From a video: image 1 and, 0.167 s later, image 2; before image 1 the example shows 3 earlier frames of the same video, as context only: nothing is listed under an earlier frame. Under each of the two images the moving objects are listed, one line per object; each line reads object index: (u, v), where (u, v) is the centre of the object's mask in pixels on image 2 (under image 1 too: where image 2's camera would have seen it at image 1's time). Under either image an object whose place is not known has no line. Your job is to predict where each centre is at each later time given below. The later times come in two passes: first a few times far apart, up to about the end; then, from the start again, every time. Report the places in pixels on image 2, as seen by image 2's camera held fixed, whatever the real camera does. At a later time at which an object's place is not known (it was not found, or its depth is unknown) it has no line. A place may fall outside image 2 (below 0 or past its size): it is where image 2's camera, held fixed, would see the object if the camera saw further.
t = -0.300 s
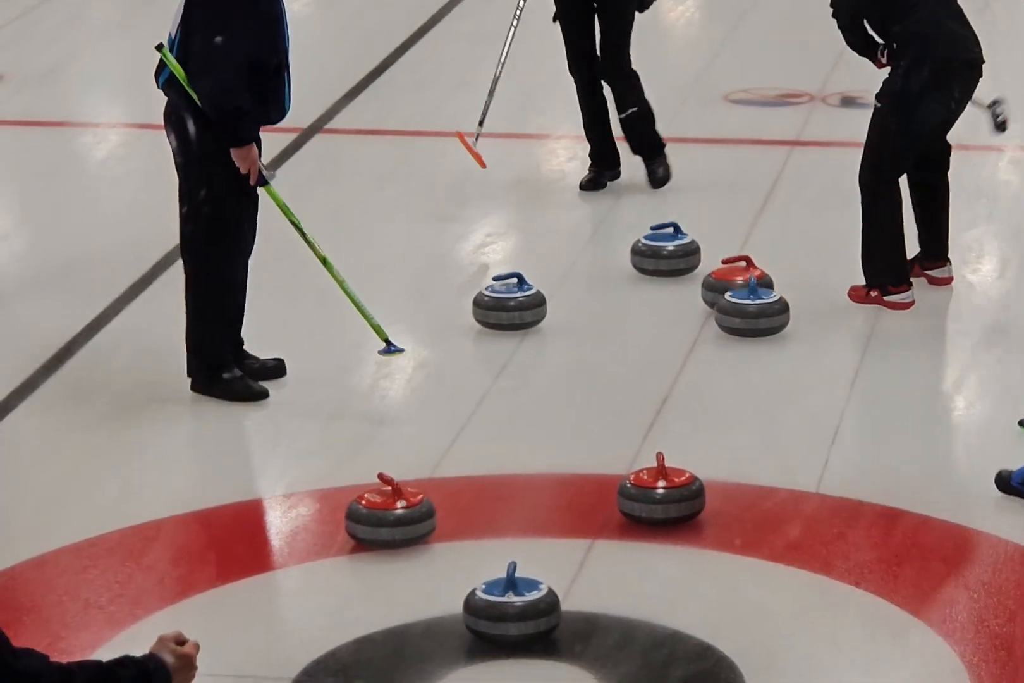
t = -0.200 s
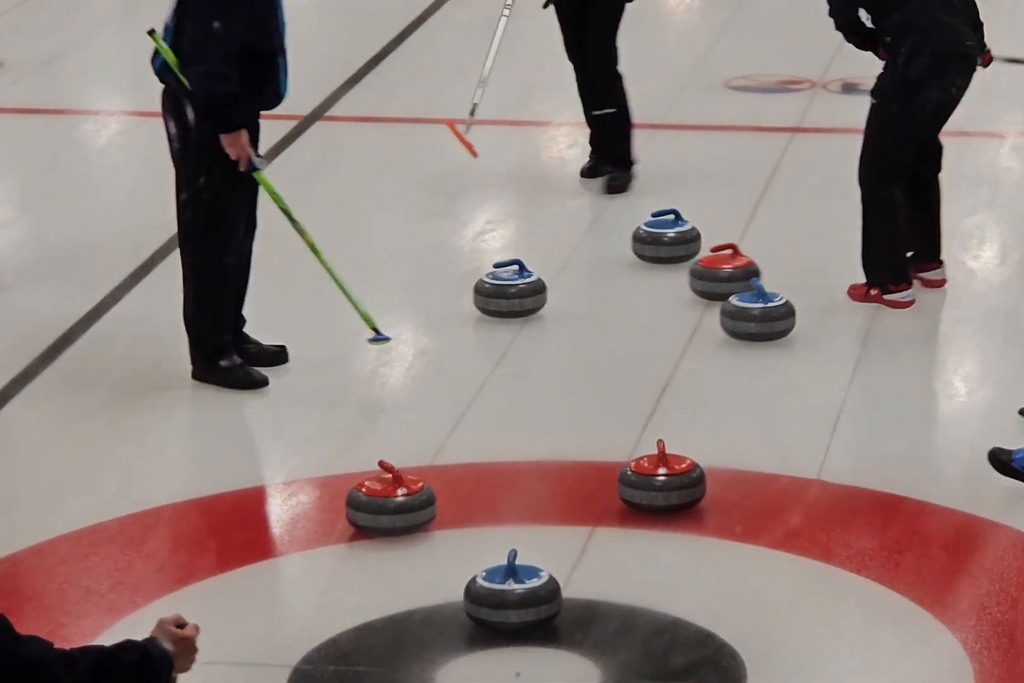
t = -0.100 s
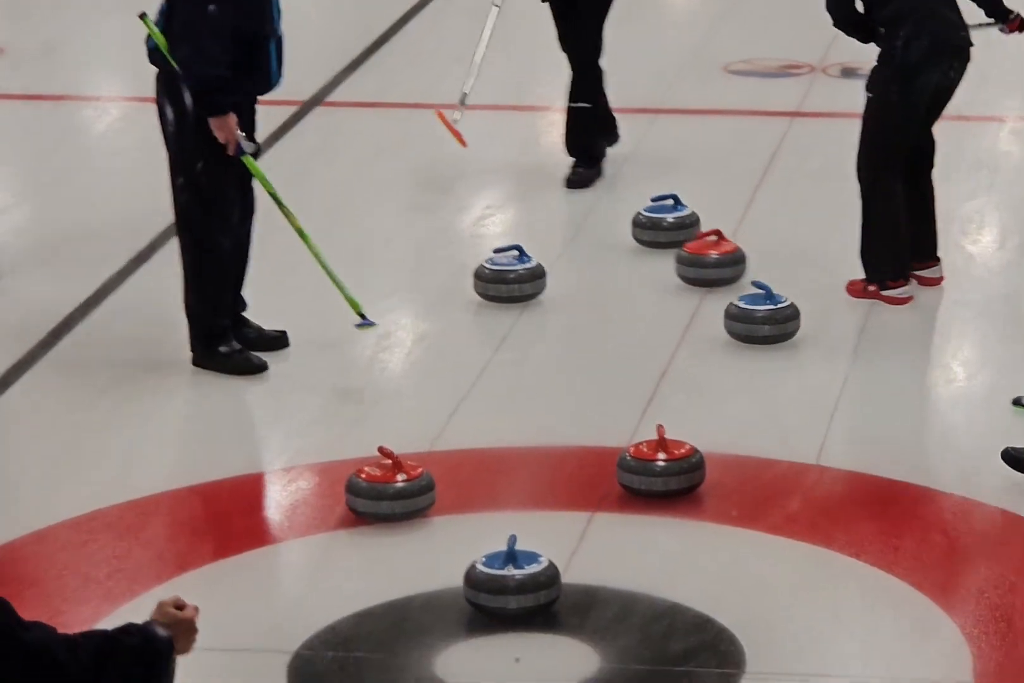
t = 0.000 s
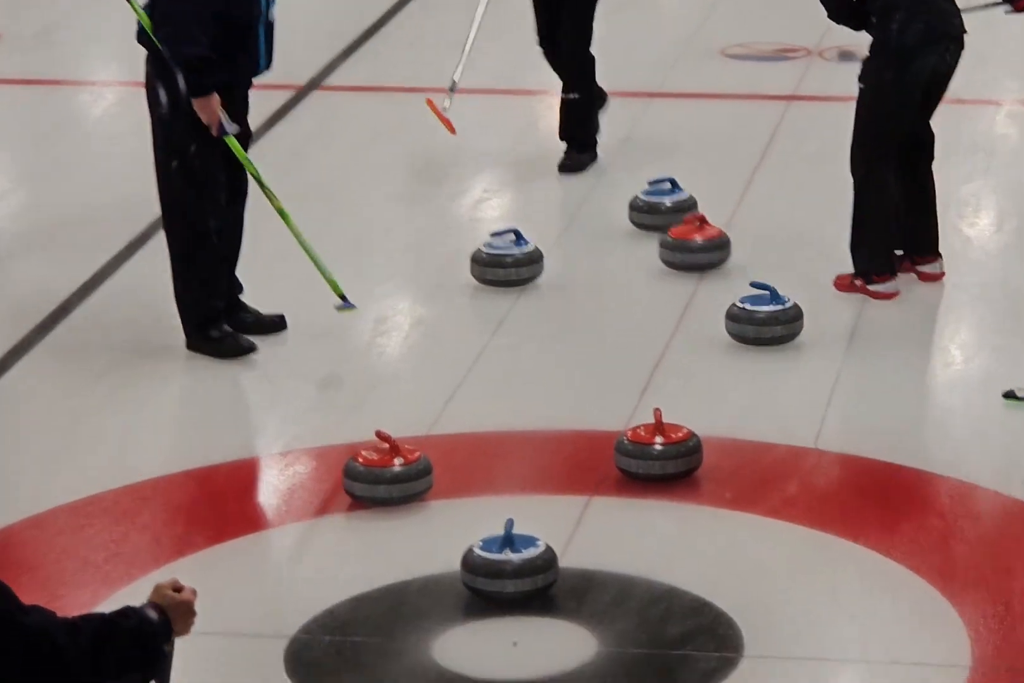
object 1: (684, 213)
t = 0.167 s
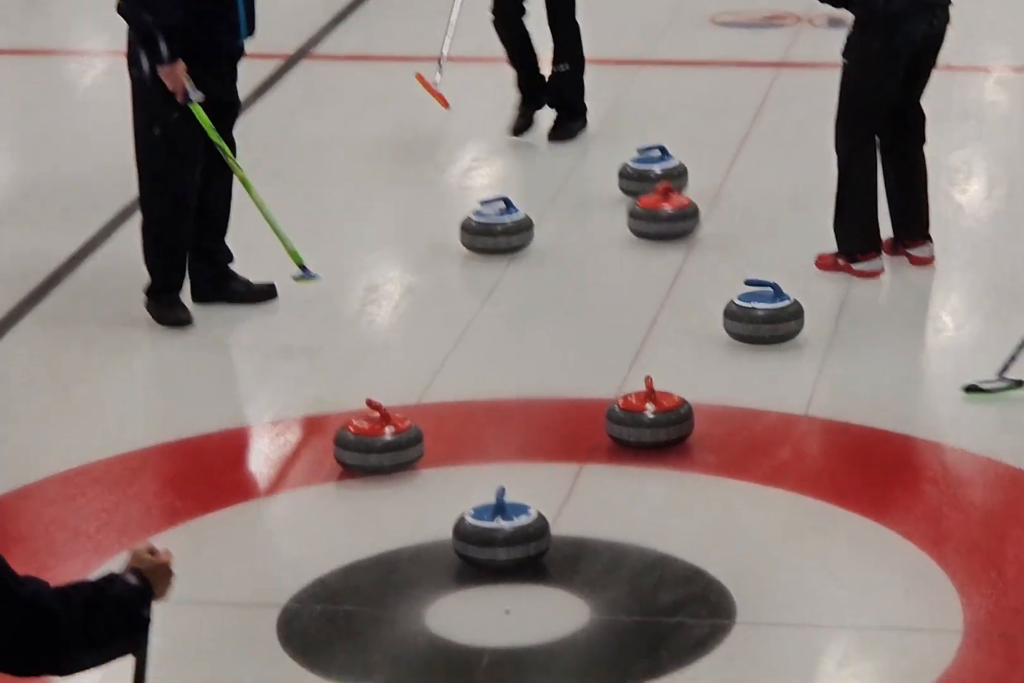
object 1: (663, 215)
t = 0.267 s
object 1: (650, 217)
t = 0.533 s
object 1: (617, 220)
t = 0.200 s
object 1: (659, 215)
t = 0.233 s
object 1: (655, 216)
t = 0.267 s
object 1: (650, 217)
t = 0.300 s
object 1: (646, 217)
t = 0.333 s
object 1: (642, 218)
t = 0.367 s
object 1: (638, 219)
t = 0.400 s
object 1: (633, 219)
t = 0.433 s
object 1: (630, 219)
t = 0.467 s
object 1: (625, 220)
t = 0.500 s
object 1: (621, 220)
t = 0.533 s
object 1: (617, 220)
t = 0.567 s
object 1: (613, 221)
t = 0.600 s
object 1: (609, 222)
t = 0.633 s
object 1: (605, 222)
